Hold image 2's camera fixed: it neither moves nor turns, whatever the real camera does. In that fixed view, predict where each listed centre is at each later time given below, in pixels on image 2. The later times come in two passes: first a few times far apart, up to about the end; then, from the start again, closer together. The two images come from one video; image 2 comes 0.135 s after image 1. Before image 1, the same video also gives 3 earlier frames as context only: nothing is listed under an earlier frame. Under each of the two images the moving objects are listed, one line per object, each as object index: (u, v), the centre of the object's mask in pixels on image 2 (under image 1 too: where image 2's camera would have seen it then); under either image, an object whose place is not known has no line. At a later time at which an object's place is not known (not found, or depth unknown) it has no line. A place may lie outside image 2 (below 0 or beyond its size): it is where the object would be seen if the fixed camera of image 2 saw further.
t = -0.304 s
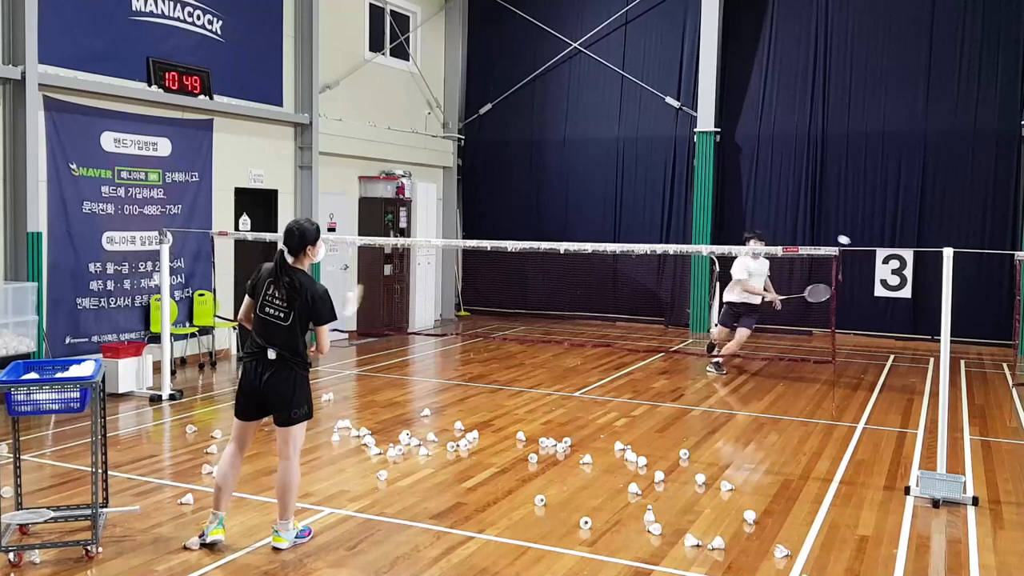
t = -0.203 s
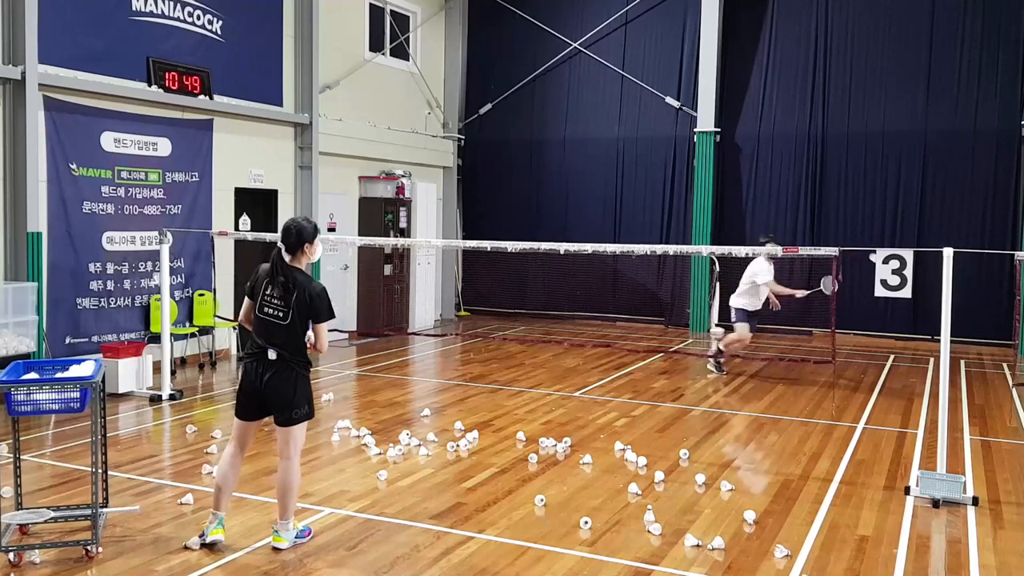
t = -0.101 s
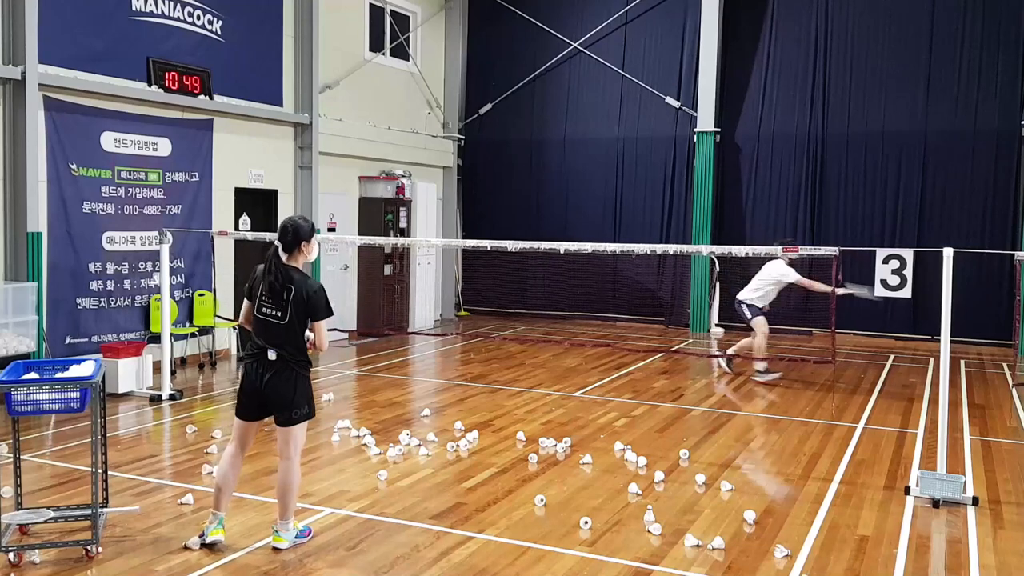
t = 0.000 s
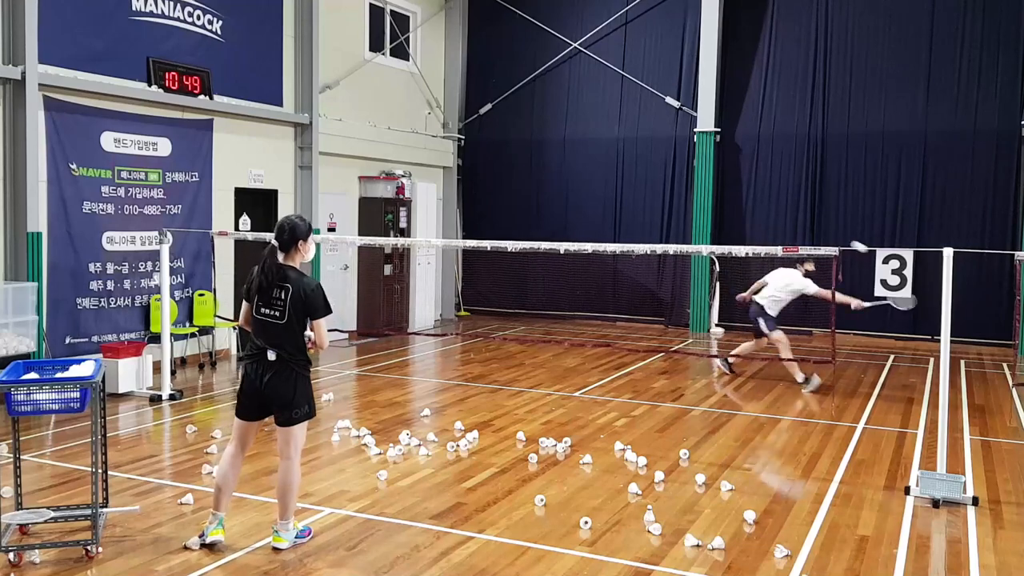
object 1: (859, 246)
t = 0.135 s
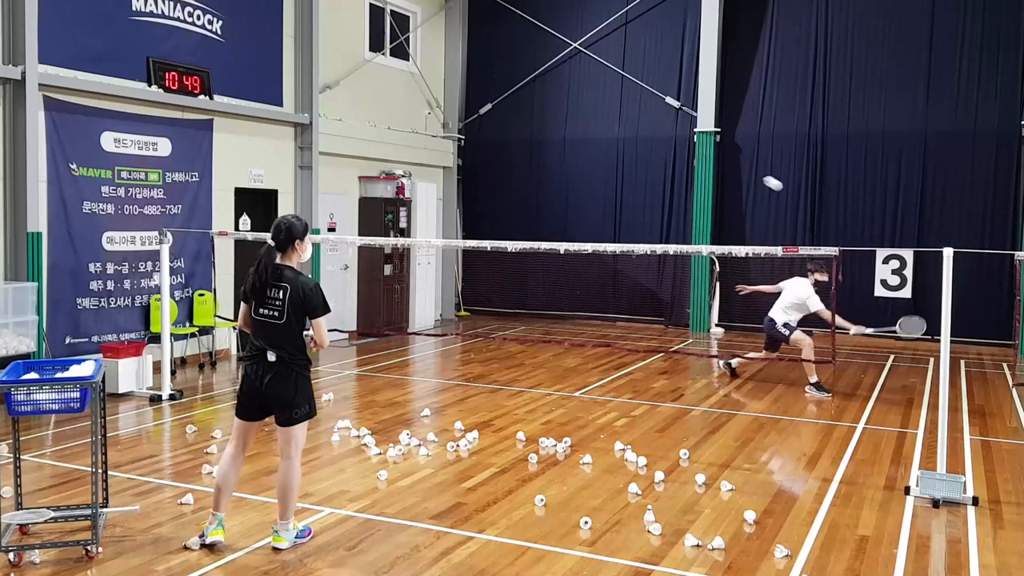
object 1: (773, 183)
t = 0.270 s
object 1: (682, 144)
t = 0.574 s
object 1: (431, 172)
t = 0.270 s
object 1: (682, 144)
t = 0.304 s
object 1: (659, 137)
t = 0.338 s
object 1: (634, 133)
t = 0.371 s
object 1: (608, 131)
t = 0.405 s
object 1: (581, 131)
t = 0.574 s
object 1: (431, 172)
